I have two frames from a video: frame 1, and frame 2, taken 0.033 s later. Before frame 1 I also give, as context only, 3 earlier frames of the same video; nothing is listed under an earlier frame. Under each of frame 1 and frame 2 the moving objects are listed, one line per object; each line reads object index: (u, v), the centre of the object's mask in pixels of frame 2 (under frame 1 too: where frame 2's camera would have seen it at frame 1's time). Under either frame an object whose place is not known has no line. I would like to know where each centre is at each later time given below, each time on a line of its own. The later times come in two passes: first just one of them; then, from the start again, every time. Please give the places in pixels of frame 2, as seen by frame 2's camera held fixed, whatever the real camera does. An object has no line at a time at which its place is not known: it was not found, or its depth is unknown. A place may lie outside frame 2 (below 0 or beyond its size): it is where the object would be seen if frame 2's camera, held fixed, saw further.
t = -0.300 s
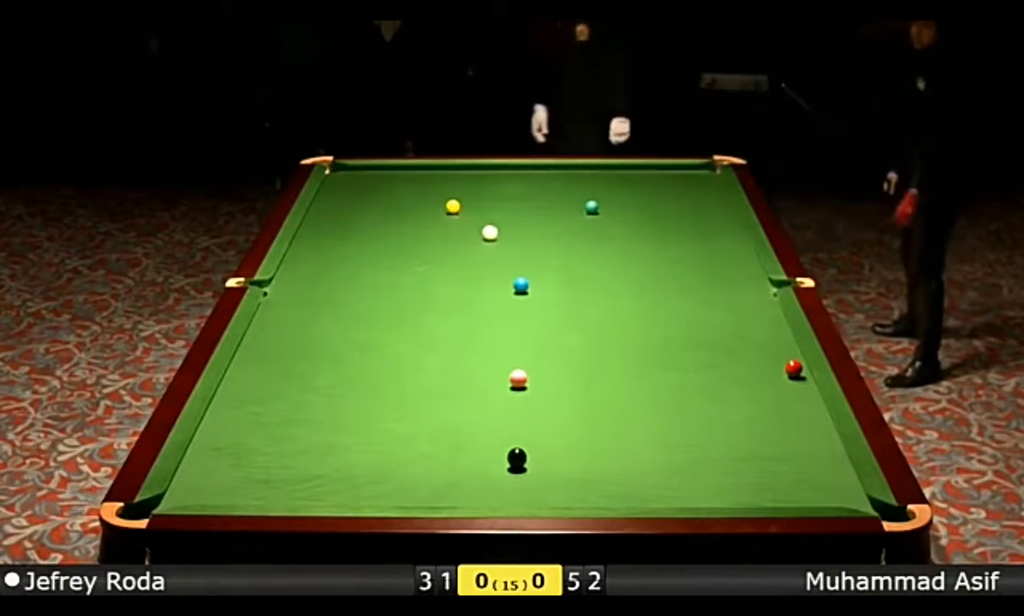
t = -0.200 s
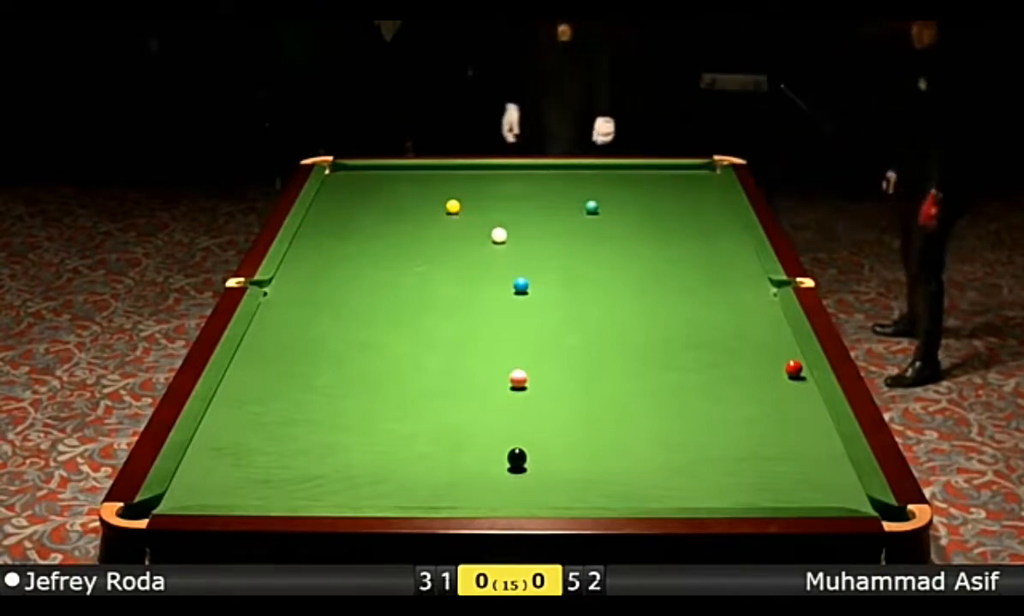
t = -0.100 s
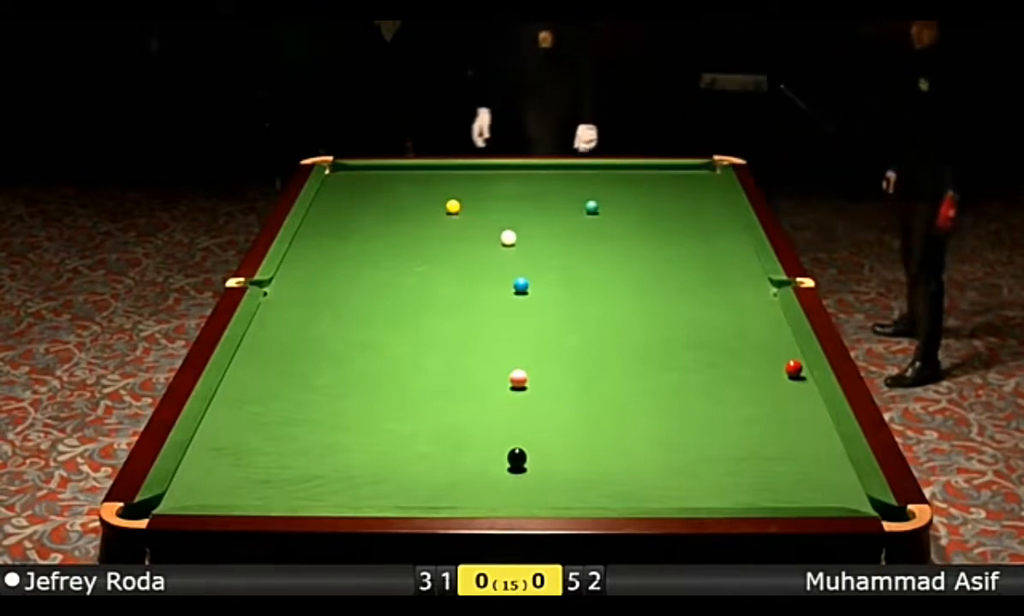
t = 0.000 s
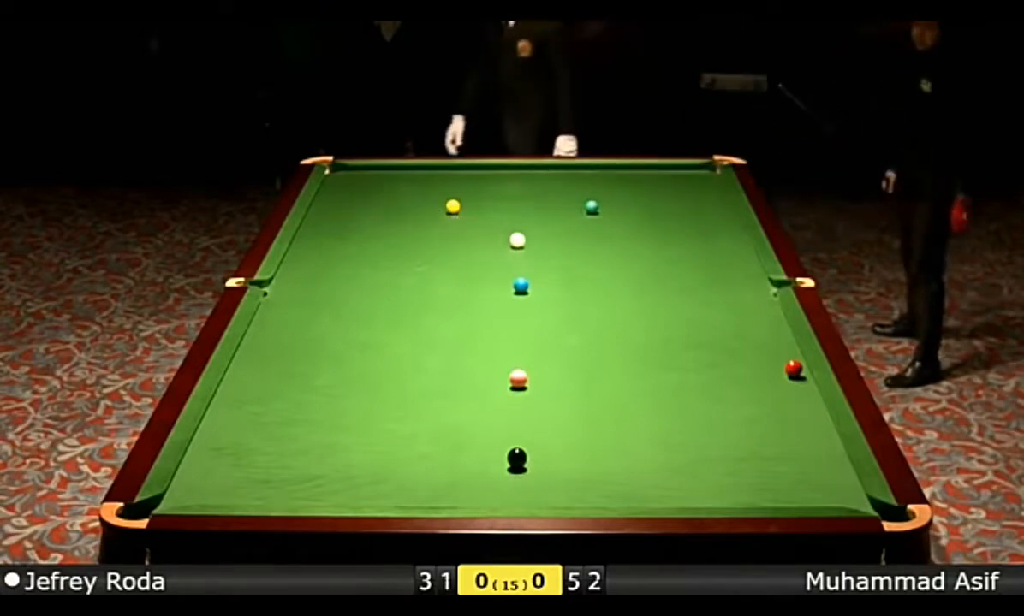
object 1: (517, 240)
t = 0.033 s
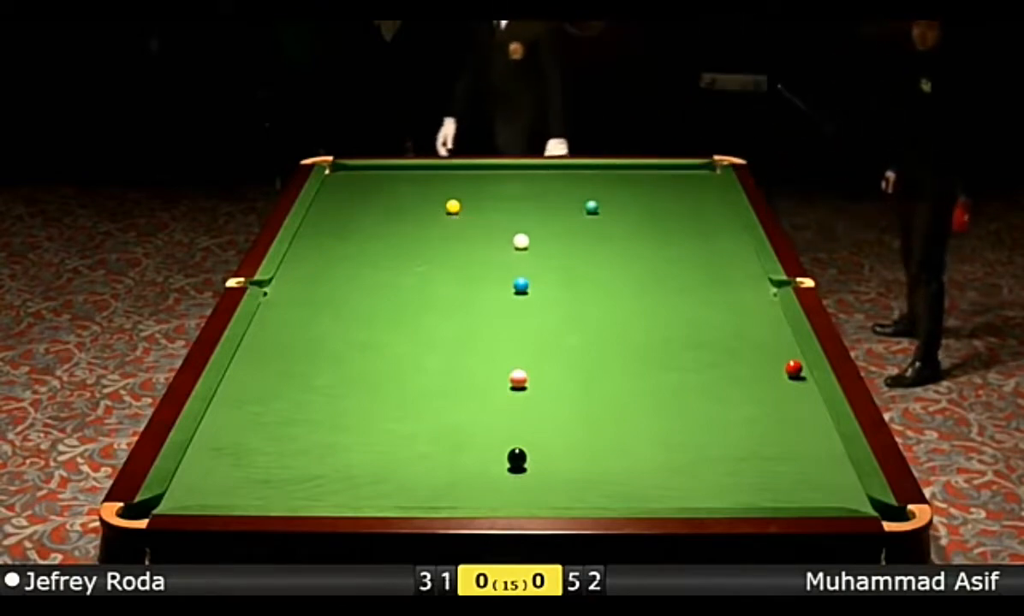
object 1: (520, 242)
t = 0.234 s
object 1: (539, 246)
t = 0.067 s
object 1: (524, 242)
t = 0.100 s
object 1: (526, 243)
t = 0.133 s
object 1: (530, 244)
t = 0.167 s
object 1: (533, 245)
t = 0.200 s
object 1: (535, 245)
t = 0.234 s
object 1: (539, 246)
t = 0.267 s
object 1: (543, 247)
